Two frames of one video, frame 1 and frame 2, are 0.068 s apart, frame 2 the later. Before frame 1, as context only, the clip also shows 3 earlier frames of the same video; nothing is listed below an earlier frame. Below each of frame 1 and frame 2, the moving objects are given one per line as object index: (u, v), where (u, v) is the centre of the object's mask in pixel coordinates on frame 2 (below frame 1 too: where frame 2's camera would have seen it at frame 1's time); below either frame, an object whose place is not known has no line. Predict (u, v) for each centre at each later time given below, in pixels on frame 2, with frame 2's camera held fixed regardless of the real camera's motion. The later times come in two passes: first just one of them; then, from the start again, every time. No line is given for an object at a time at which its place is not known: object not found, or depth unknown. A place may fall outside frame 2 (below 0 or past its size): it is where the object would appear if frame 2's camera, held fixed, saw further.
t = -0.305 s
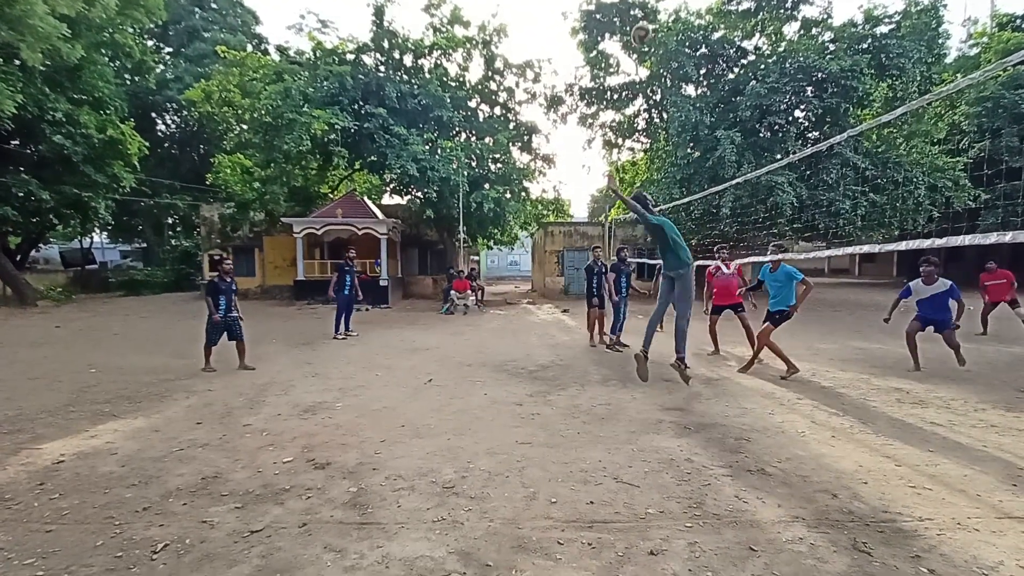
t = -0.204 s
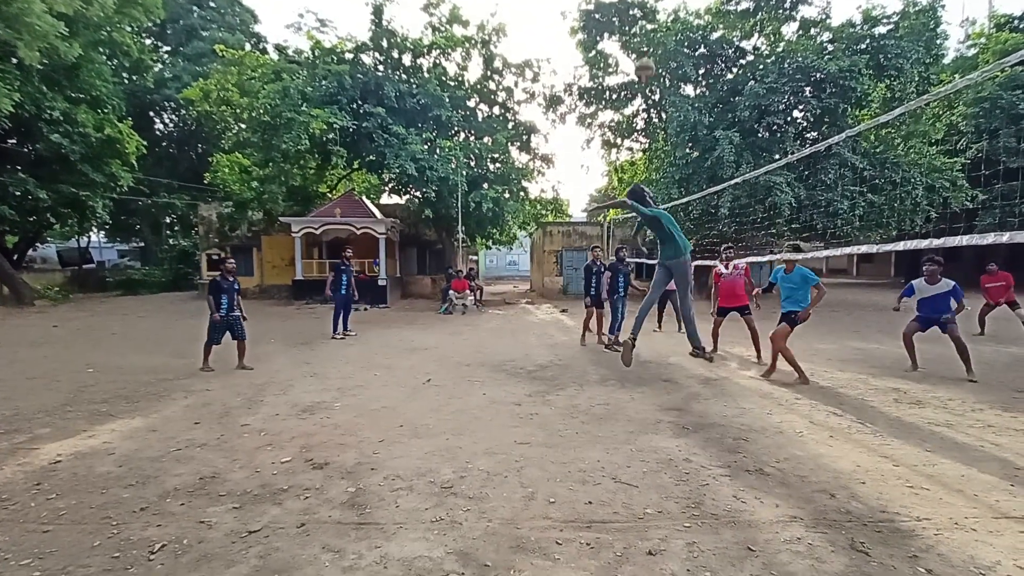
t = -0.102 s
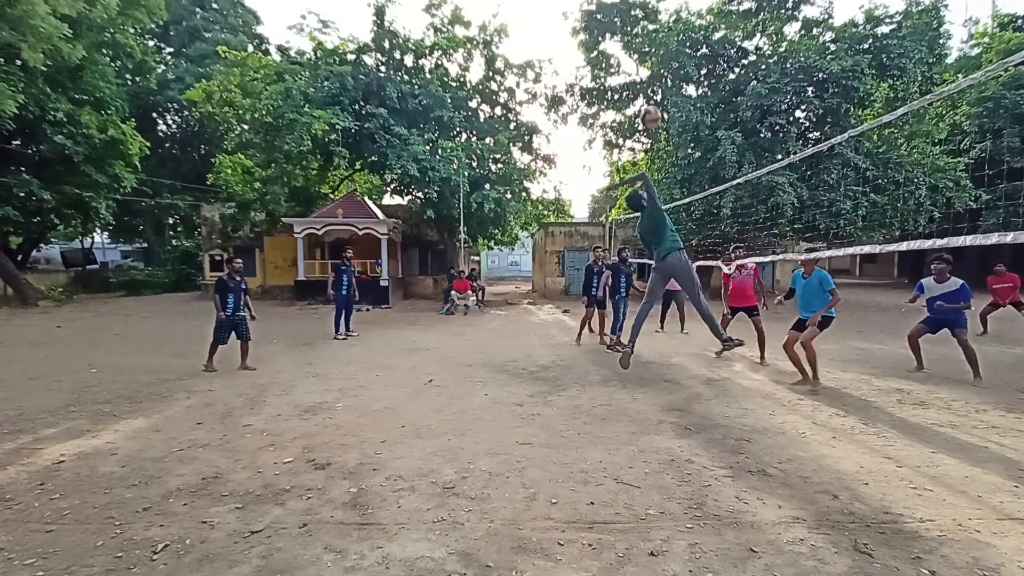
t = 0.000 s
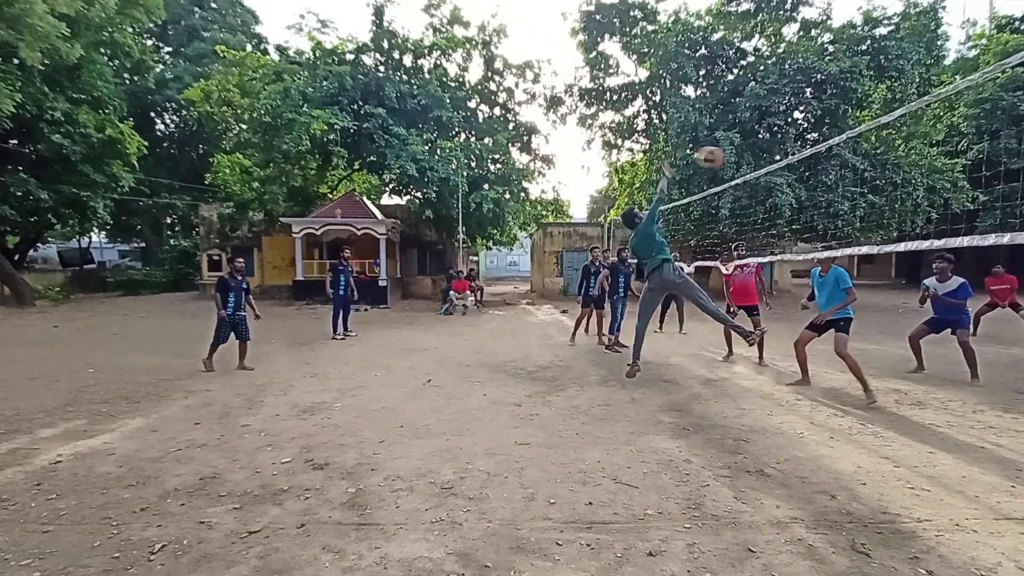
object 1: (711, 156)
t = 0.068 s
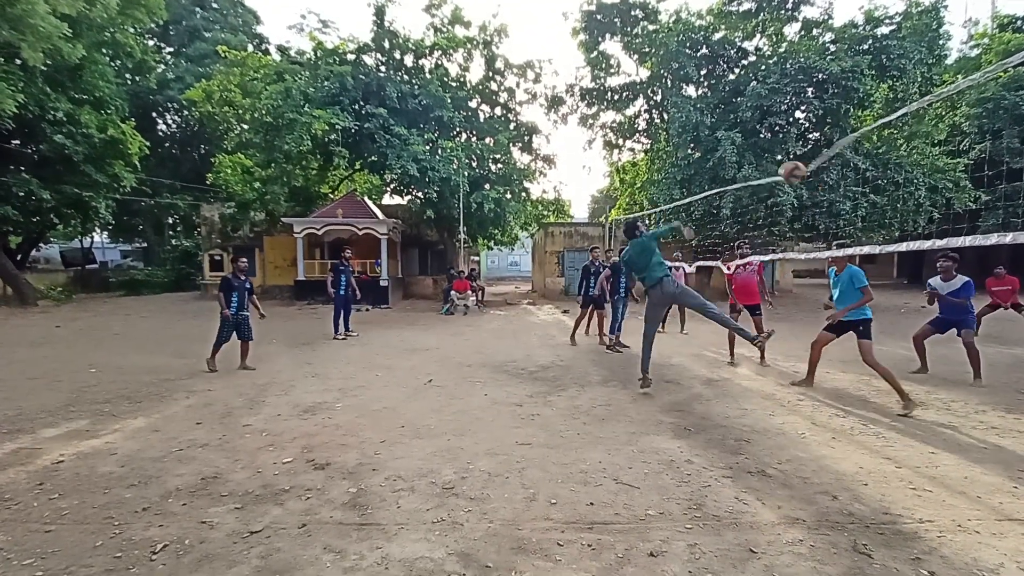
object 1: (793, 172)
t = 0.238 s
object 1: (808, 207)
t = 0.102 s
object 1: (809, 179)
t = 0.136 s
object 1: (813, 184)
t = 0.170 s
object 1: (815, 192)
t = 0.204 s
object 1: (813, 199)
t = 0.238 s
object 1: (808, 207)
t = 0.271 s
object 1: (801, 216)
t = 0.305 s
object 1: (793, 226)
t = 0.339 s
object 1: (782, 237)
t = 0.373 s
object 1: (771, 248)
